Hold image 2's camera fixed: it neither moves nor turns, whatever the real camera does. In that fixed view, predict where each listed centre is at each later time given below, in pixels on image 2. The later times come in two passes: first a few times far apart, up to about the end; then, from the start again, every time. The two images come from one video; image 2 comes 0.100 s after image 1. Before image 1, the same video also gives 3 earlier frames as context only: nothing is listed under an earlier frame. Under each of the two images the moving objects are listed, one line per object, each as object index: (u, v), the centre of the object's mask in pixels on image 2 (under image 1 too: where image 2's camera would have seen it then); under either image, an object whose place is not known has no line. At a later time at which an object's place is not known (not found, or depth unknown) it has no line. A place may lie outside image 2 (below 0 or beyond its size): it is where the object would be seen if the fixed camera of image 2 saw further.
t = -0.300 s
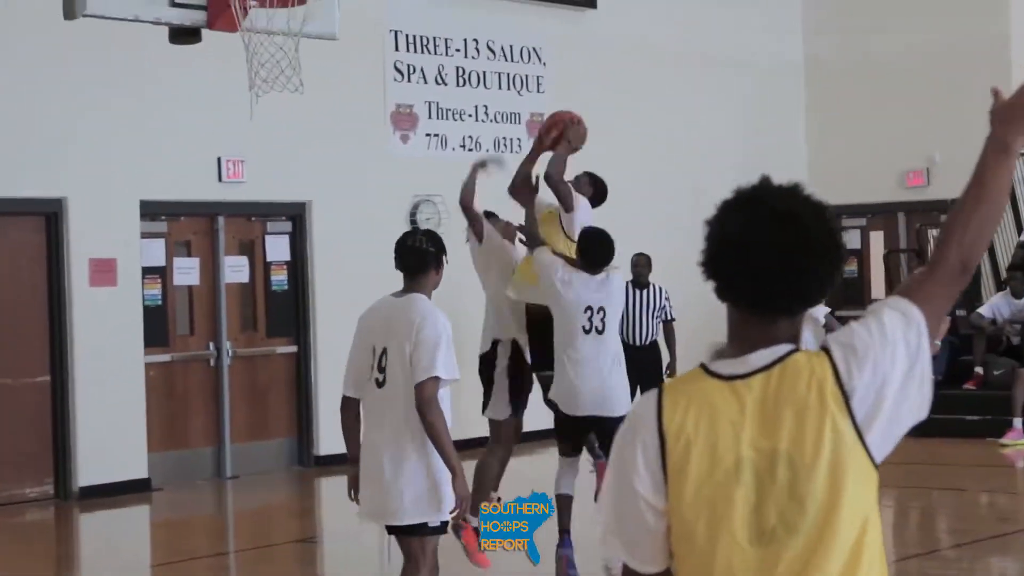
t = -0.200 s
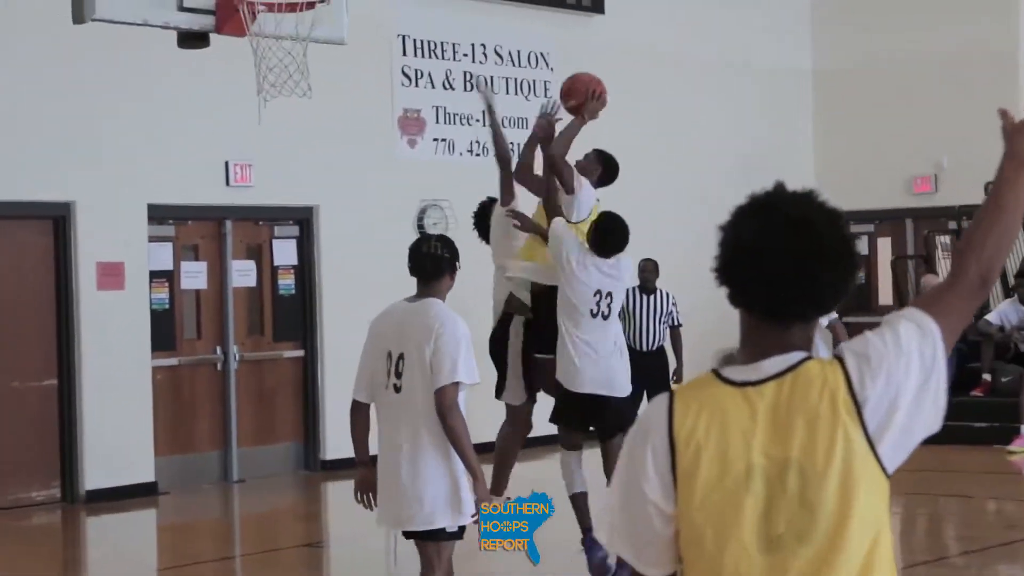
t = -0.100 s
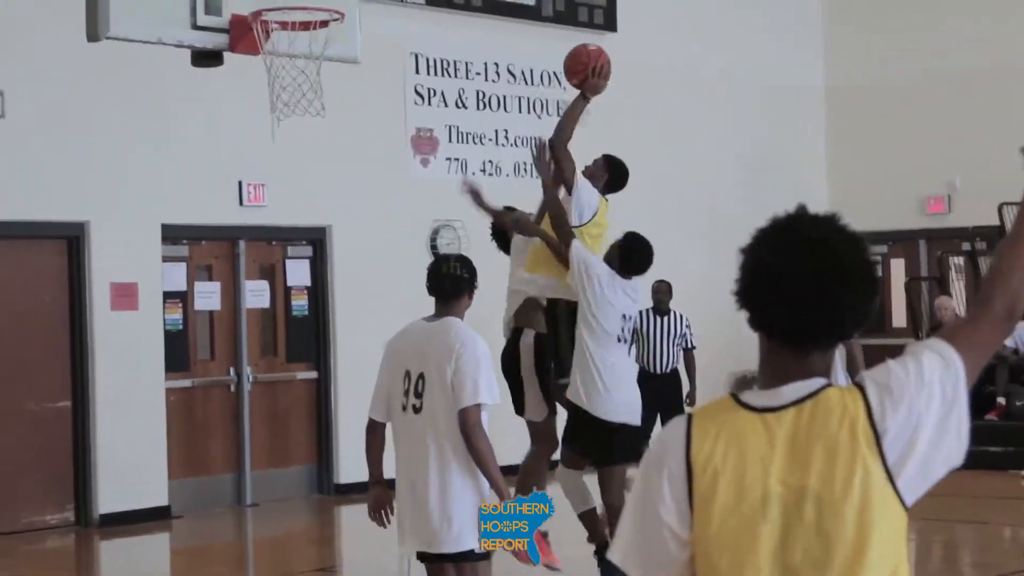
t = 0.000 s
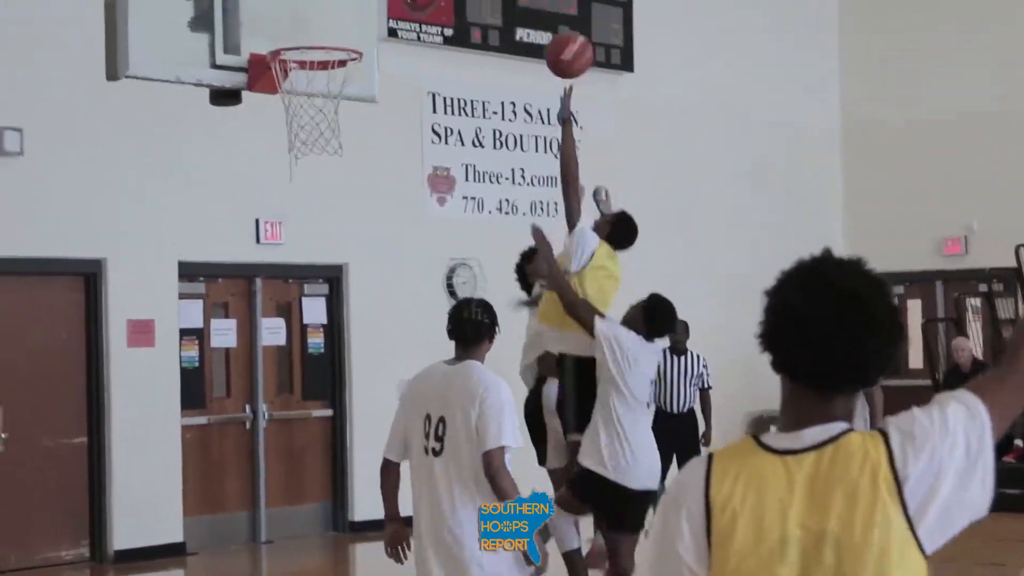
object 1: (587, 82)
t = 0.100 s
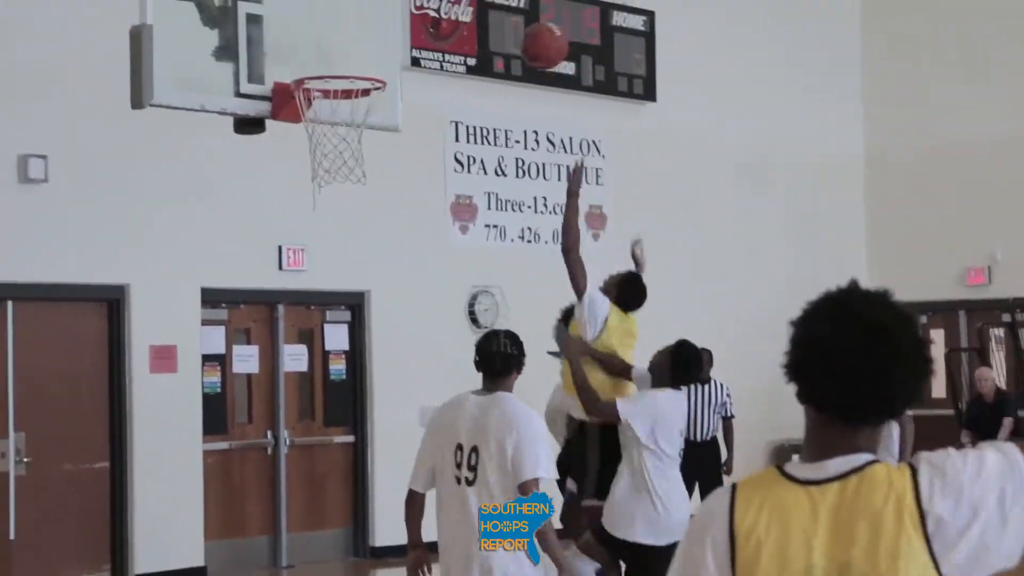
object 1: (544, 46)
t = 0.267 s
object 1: (468, 26)
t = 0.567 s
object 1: (364, 49)
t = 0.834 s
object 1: (334, 83)
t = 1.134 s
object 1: (381, 150)
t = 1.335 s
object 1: (372, 222)
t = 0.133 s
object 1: (529, 39)
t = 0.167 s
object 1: (514, 33)
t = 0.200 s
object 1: (499, 29)
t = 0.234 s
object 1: (484, 26)
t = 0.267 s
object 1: (468, 26)
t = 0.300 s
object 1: (453, 28)
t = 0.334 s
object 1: (439, 33)
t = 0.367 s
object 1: (423, 39)
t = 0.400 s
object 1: (409, 47)
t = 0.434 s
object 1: (394, 58)
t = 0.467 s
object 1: (384, 61)
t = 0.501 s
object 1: (376, 56)
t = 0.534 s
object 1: (370, 51)
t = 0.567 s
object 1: (364, 49)
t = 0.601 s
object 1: (357, 48)
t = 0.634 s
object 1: (350, 49)
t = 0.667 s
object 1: (343, 53)
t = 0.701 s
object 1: (336, 58)
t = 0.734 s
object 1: (330, 65)
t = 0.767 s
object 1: (323, 70)
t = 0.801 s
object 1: (326, 80)
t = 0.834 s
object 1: (334, 83)
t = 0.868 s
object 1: (342, 88)
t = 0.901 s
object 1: (350, 96)
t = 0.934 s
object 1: (359, 105)
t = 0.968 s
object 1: (367, 116)
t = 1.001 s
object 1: (373, 126)
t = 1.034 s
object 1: (378, 133)
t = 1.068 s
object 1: (381, 139)
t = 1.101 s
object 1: (382, 144)
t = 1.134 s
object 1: (381, 150)
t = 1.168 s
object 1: (381, 157)
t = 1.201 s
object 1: (379, 166)
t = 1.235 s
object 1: (378, 177)
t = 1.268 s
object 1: (376, 190)
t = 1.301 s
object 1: (373, 205)
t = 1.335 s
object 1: (372, 222)
